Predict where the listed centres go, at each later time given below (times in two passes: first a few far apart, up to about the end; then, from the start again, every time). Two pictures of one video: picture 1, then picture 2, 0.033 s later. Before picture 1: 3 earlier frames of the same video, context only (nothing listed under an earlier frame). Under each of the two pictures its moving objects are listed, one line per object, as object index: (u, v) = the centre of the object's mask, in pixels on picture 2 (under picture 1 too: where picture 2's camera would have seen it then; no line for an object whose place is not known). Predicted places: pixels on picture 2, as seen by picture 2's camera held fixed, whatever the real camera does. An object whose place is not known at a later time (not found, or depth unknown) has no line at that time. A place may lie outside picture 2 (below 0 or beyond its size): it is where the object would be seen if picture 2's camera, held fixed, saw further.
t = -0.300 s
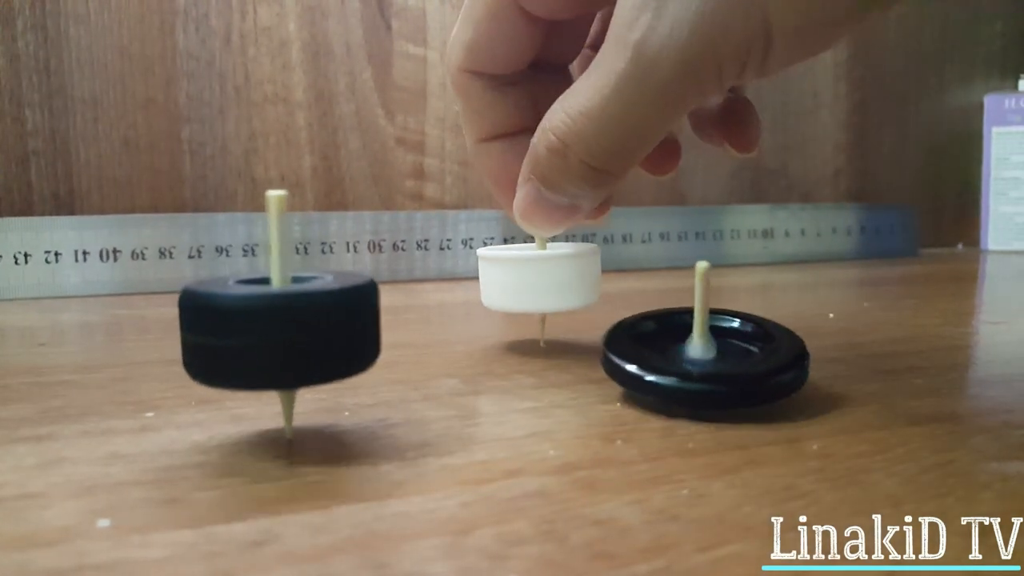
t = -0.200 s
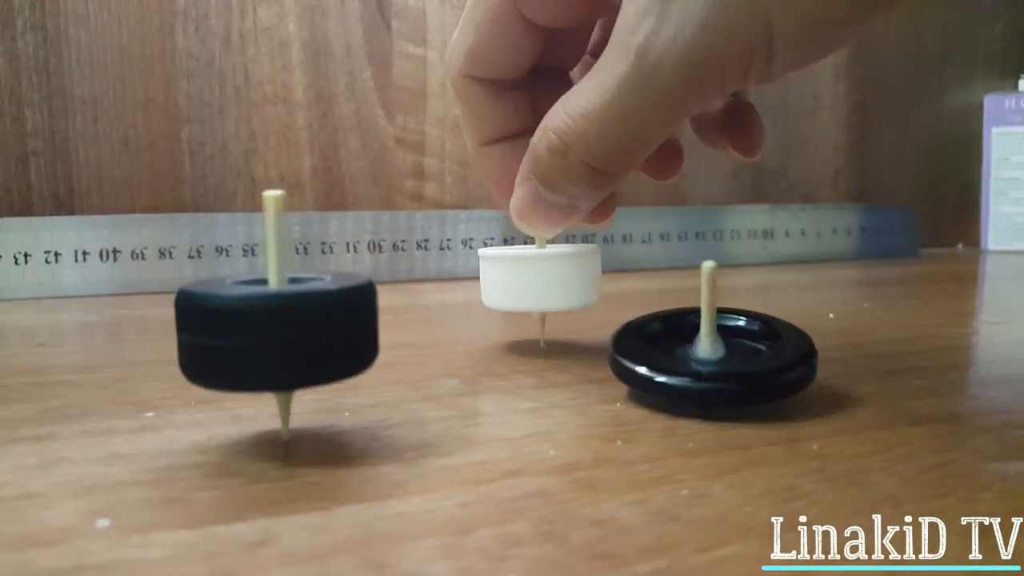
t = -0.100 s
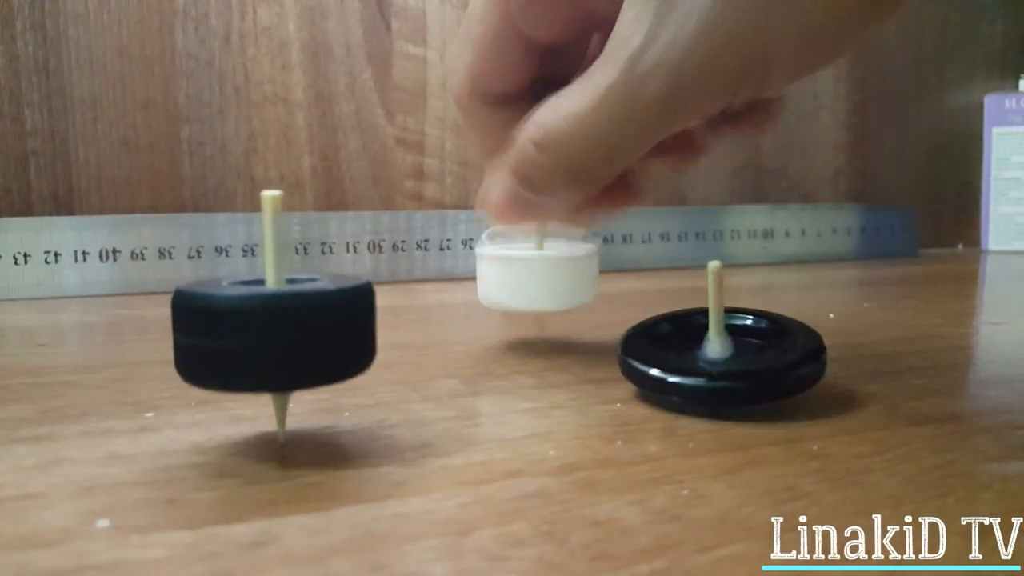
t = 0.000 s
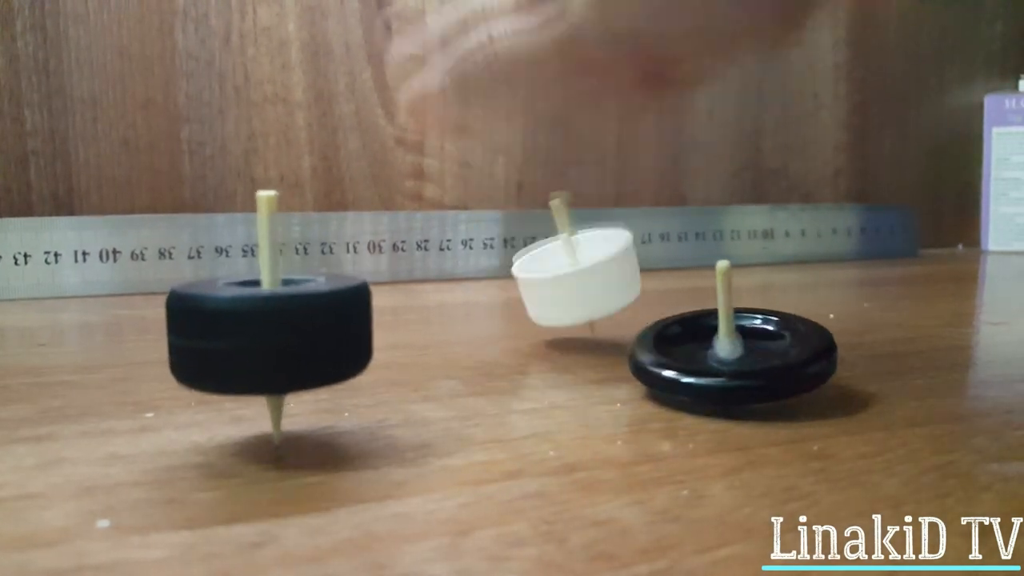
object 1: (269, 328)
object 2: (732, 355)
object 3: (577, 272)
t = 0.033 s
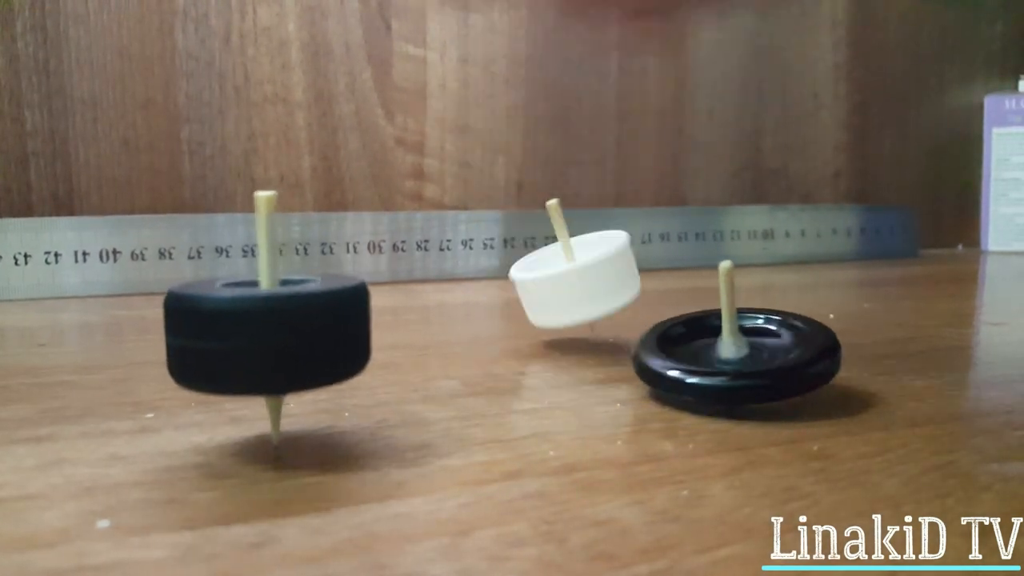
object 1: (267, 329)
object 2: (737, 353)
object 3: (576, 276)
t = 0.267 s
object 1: (257, 330)
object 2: (757, 353)
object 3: (618, 269)
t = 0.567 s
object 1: (260, 333)
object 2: (784, 355)
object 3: (619, 279)
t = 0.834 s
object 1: (268, 334)
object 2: (810, 358)
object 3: (527, 299)
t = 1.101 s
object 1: (272, 338)
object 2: (831, 362)
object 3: (468, 308)
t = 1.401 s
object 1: (268, 341)
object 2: (844, 366)
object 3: (460, 302)
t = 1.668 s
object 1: (258, 344)
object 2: (842, 371)
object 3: (492, 300)
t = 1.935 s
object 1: (254, 347)
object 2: (826, 377)
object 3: (500, 305)
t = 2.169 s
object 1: (259, 347)
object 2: (807, 379)
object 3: (479, 307)
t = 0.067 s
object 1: (266, 329)
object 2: (739, 354)
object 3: (576, 275)
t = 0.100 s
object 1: (265, 330)
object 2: (743, 353)
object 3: (581, 271)
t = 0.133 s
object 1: (264, 330)
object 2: (746, 354)
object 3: (589, 269)
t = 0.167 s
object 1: (262, 330)
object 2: (750, 353)
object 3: (598, 269)
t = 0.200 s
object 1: (260, 330)
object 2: (753, 353)
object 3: (603, 273)
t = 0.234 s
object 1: (260, 330)
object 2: (755, 353)
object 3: (608, 271)
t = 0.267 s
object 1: (257, 330)
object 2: (757, 353)
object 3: (618, 269)
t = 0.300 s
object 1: (258, 331)
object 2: (758, 353)
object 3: (630, 270)
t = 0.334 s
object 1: (257, 331)
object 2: (761, 353)
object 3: (637, 270)
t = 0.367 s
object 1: (257, 331)
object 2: (765, 353)
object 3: (635, 272)
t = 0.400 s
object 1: (257, 331)
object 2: (768, 354)
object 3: (634, 275)
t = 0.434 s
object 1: (257, 332)
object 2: (772, 354)
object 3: (638, 275)
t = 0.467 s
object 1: (257, 332)
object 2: (775, 354)
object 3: (635, 275)
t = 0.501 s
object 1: (258, 332)
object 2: (776, 355)
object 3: (624, 277)
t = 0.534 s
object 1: (258, 333)
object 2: (780, 354)
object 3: (620, 279)
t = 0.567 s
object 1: (260, 333)
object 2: (784, 355)
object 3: (619, 279)
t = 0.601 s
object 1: (260, 333)
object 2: (787, 355)
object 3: (608, 280)
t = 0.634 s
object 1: (260, 333)
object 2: (791, 355)
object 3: (592, 283)
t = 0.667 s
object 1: (261, 333)
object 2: (794, 356)
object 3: (581, 284)
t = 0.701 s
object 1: (262, 334)
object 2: (797, 356)
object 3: (572, 286)
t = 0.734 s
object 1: (262, 334)
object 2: (801, 357)
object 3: (560, 290)
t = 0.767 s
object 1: (264, 334)
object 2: (804, 357)
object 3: (544, 291)
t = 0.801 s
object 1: (267, 334)
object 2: (807, 358)
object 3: (531, 295)
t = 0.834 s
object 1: (268, 334)
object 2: (810, 358)
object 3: (527, 299)
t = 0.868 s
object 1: (269, 335)
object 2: (813, 359)
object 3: (526, 303)
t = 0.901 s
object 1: (270, 335)
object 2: (816, 359)
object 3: (519, 305)
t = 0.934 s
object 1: (270, 336)
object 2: (820, 359)
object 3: (511, 305)
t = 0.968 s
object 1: (271, 336)
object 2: (822, 360)
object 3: (503, 308)
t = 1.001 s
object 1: (272, 337)
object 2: (825, 361)
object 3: (493, 307)
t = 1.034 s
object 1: (272, 338)
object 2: (827, 361)
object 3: (484, 308)
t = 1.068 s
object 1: (272, 338)
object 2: (830, 362)
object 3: (475, 308)
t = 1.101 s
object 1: (272, 338)
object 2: (831, 362)
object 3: (468, 308)
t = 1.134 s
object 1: (274, 339)
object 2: (834, 363)
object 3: (464, 307)
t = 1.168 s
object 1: (271, 339)
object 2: (836, 363)
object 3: (460, 306)
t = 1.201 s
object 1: (274, 339)
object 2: (838, 364)
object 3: (459, 305)
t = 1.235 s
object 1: (273, 340)
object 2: (839, 364)
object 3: (457, 305)
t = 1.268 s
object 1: (272, 339)
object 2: (841, 365)
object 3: (457, 304)
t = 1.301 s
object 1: (273, 340)
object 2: (841, 365)
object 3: (457, 303)
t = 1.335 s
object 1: (272, 341)
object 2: (843, 366)
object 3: (458, 302)
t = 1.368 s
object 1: (271, 341)
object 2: (843, 366)
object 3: (459, 302)
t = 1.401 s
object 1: (268, 341)
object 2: (844, 366)
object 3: (460, 302)
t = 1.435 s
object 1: (267, 341)
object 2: (844, 367)
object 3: (464, 301)
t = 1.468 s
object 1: (268, 342)
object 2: (845, 368)
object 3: (467, 300)
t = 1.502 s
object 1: (267, 342)
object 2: (844, 368)
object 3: (472, 300)
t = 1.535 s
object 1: (266, 343)
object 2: (845, 369)
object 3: (476, 300)
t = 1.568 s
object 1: (264, 343)
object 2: (844, 369)
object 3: (479, 299)
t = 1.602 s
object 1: (262, 343)
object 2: (844, 370)
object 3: (484, 300)
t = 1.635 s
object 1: (259, 344)
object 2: (843, 371)
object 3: (488, 300)
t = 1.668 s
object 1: (258, 344)
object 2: (842, 371)
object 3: (492, 300)
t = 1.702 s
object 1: (256, 344)
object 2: (842, 372)
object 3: (496, 300)
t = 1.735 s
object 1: (256, 345)
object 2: (840, 373)
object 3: (500, 300)
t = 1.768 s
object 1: (255, 345)
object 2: (839, 374)
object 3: (503, 301)
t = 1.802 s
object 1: (254, 345)
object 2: (836, 374)
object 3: (504, 302)
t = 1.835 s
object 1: (254, 345)
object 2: (835, 375)
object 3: (505, 304)
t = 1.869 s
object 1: (254, 346)
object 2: (832, 375)
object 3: (505, 304)
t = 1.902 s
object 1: (253, 346)
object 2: (829, 376)
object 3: (503, 304)
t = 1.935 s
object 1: (254, 347)
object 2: (826, 377)
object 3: (500, 305)
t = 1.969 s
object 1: (253, 347)
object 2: (823, 377)
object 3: (497, 305)
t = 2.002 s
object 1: (255, 347)
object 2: (821, 378)
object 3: (494, 305)
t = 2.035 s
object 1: (254, 348)
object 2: (819, 378)
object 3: (491, 305)
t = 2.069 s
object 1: (255, 347)
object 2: (817, 378)
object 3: (488, 306)
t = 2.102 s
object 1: (257, 348)
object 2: (813, 378)
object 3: (484, 307)
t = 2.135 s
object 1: (257, 347)
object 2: (811, 379)
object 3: (481, 306)
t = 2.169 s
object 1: (259, 347)
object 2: (807, 379)
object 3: (479, 307)
